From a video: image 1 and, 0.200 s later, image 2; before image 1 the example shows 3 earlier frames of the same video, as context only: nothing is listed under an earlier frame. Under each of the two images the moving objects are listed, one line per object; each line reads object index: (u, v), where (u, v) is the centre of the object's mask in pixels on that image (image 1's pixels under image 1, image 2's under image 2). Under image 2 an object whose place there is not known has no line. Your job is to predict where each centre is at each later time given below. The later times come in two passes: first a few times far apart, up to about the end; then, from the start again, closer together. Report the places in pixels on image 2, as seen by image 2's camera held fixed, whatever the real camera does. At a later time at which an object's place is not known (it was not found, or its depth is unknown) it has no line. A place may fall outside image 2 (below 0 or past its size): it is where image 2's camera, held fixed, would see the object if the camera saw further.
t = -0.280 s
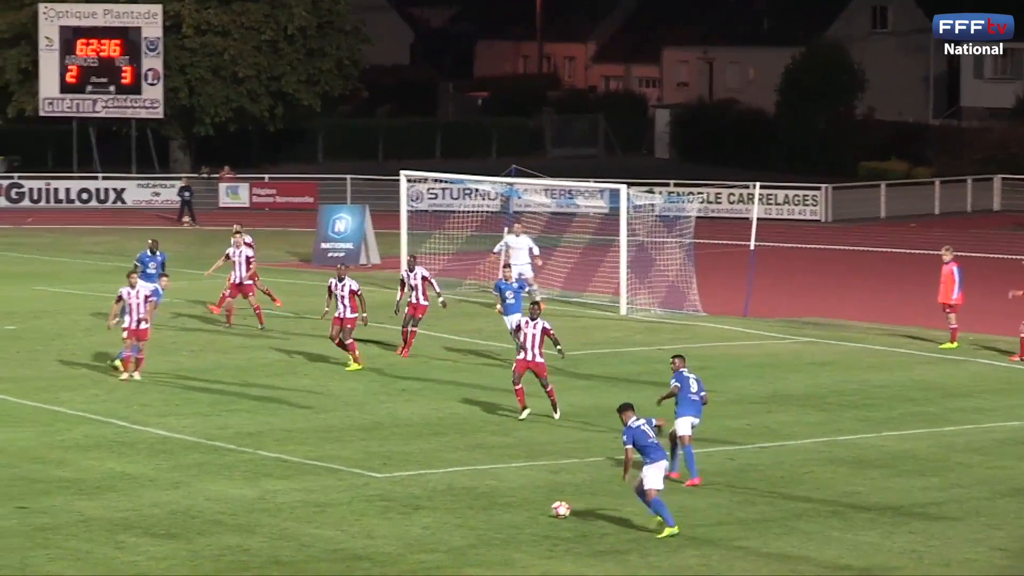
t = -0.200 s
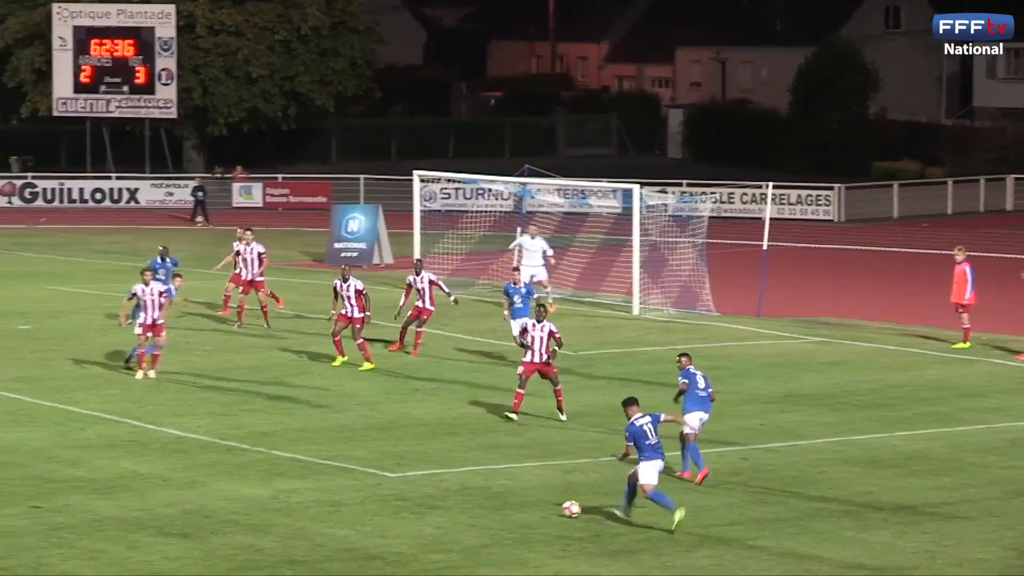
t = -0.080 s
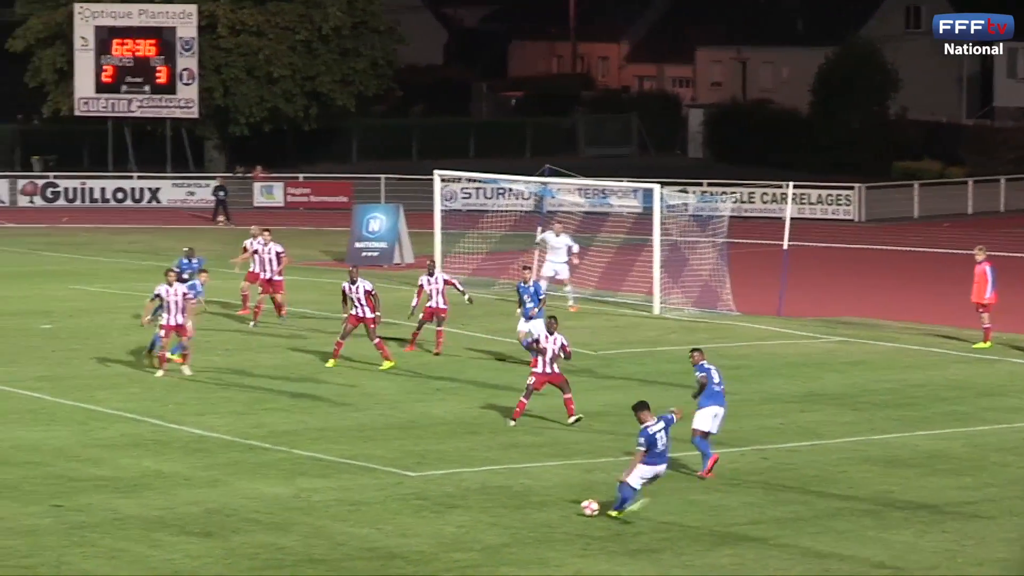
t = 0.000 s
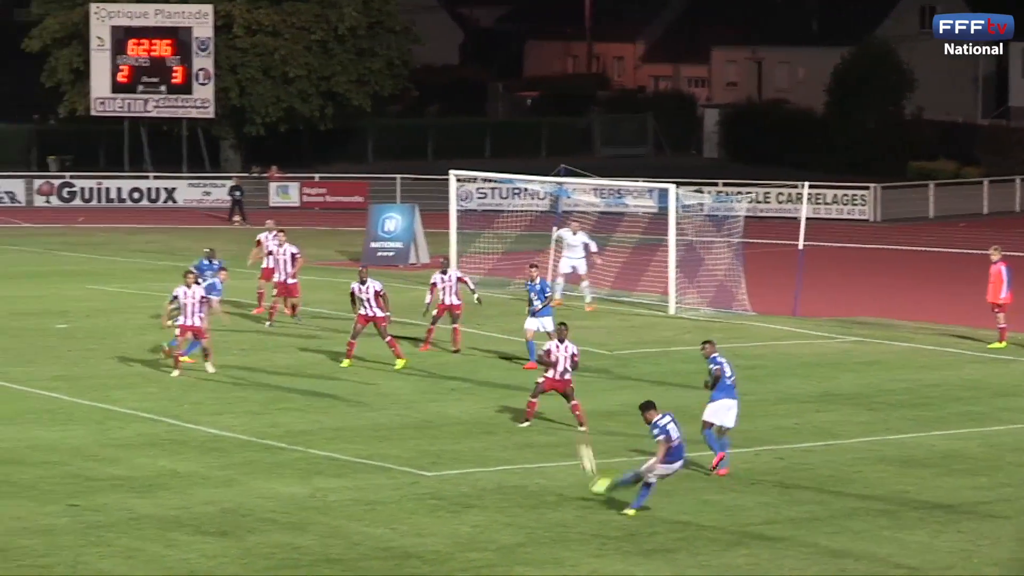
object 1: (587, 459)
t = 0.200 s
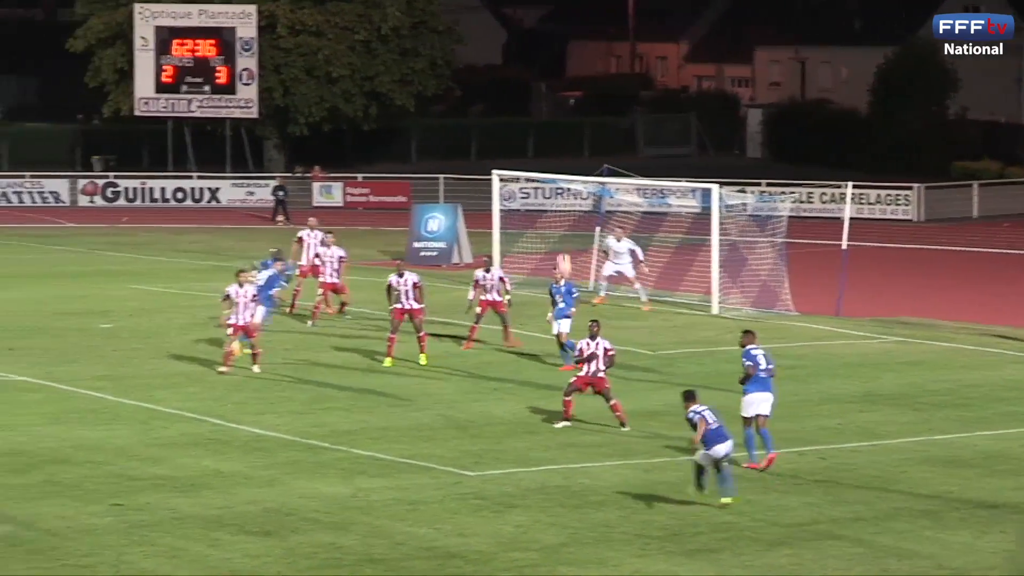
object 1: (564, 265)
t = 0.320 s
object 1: (545, 183)
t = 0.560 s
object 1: (539, 81)
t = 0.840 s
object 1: (555, 29)
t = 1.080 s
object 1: (580, 27)
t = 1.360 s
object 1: (619, 60)
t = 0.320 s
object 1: (545, 183)
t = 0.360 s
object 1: (542, 161)
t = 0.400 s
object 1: (539, 142)
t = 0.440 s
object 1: (538, 124)
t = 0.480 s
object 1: (538, 108)
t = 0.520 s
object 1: (538, 94)
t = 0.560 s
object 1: (539, 81)
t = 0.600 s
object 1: (540, 70)
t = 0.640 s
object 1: (541, 59)
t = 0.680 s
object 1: (544, 51)
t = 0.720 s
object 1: (546, 44)
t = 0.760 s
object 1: (549, 38)
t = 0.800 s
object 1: (551, 33)
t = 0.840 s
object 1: (555, 29)
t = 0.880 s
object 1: (558, 26)
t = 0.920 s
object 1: (562, 24)
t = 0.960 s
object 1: (566, 23)
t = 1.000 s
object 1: (571, 24)
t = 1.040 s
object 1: (575, 25)
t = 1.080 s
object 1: (580, 27)
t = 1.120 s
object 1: (585, 29)
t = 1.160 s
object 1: (590, 33)
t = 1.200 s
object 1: (595, 37)
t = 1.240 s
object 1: (601, 41)
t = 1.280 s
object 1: (607, 47)
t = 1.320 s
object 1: (613, 53)
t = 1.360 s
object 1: (619, 60)
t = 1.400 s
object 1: (626, 67)
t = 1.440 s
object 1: (632, 75)
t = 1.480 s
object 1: (639, 83)
